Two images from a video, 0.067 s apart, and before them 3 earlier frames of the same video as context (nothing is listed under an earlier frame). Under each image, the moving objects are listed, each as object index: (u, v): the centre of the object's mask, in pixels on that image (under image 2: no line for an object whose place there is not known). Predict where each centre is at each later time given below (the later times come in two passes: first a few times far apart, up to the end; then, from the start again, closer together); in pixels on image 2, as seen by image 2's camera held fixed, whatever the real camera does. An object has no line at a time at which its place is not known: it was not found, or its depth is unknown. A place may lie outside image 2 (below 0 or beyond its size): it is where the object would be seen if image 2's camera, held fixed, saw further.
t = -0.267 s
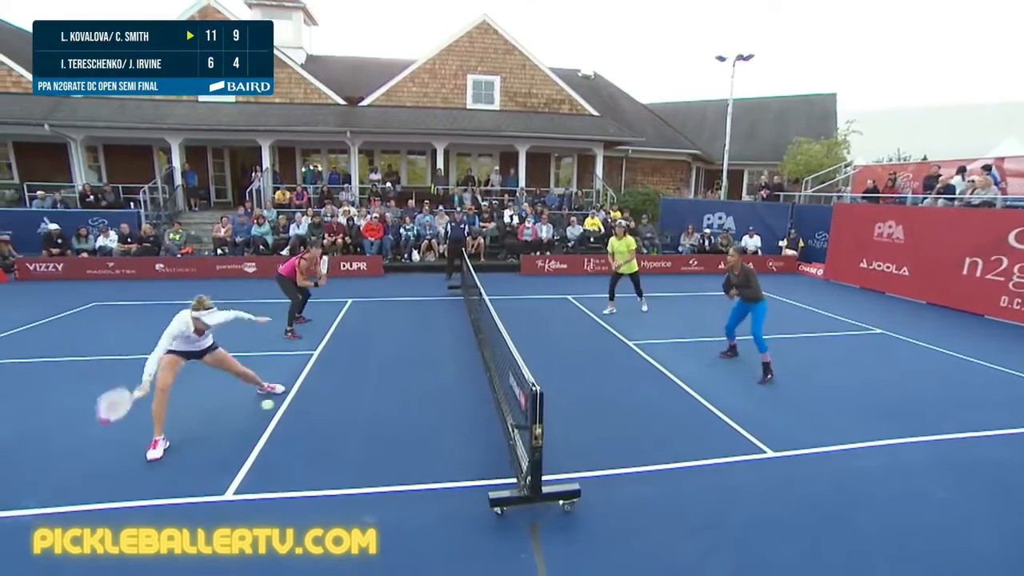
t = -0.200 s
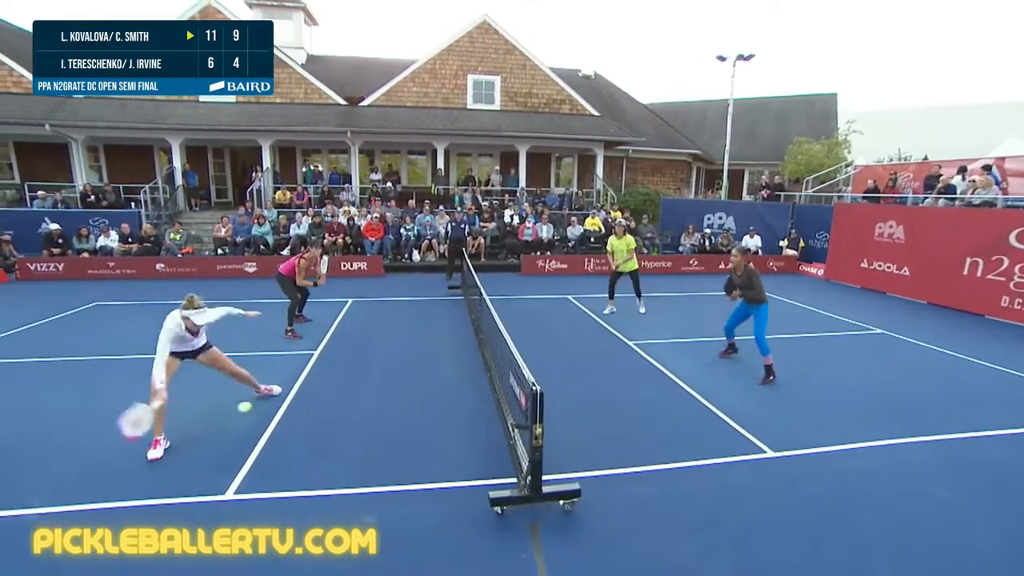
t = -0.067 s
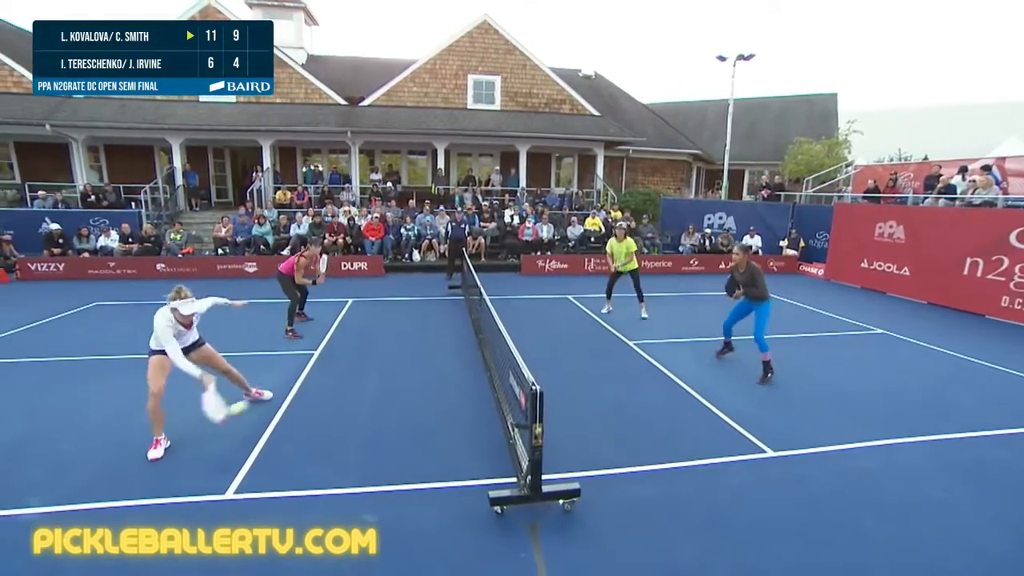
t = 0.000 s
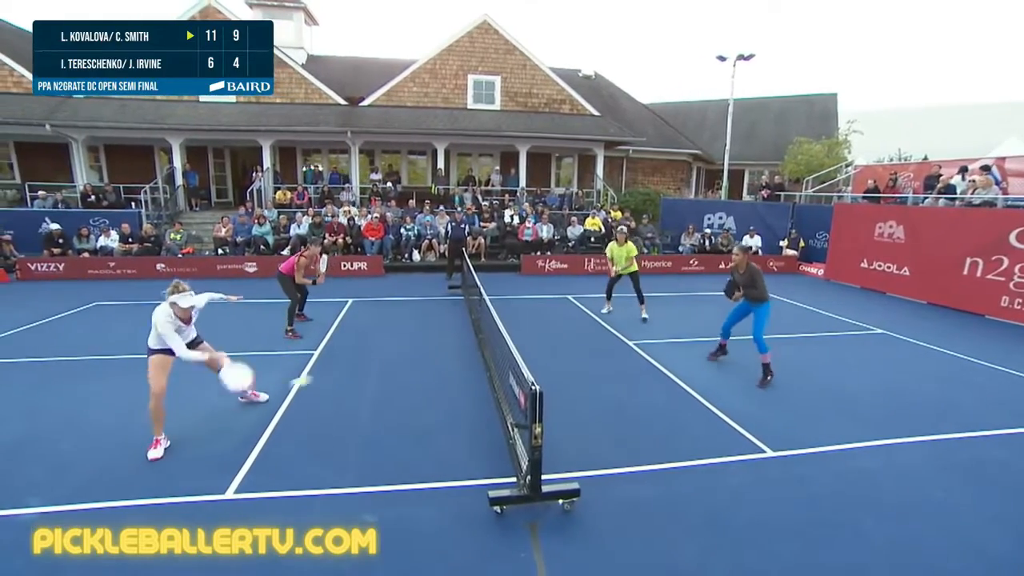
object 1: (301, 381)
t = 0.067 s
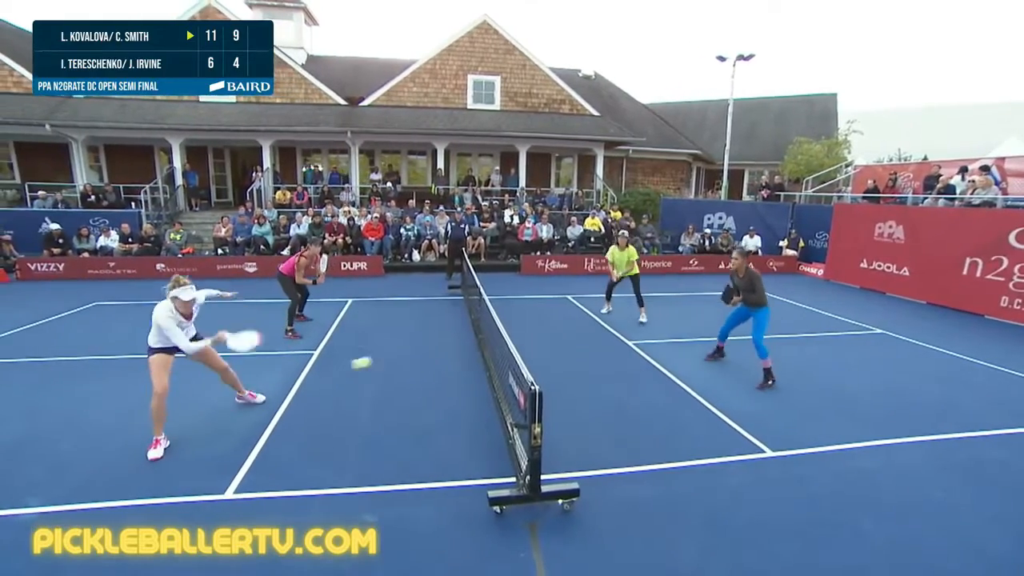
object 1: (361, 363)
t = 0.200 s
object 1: (475, 343)
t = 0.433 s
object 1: (639, 358)
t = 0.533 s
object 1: (695, 380)
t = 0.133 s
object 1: (420, 350)
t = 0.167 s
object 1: (448, 345)
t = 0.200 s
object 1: (475, 343)
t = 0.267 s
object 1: (528, 341)
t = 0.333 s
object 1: (576, 344)
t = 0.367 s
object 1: (598, 348)
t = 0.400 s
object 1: (620, 352)
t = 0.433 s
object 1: (639, 358)
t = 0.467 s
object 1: (660, 365)
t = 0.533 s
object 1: (695, 380)
